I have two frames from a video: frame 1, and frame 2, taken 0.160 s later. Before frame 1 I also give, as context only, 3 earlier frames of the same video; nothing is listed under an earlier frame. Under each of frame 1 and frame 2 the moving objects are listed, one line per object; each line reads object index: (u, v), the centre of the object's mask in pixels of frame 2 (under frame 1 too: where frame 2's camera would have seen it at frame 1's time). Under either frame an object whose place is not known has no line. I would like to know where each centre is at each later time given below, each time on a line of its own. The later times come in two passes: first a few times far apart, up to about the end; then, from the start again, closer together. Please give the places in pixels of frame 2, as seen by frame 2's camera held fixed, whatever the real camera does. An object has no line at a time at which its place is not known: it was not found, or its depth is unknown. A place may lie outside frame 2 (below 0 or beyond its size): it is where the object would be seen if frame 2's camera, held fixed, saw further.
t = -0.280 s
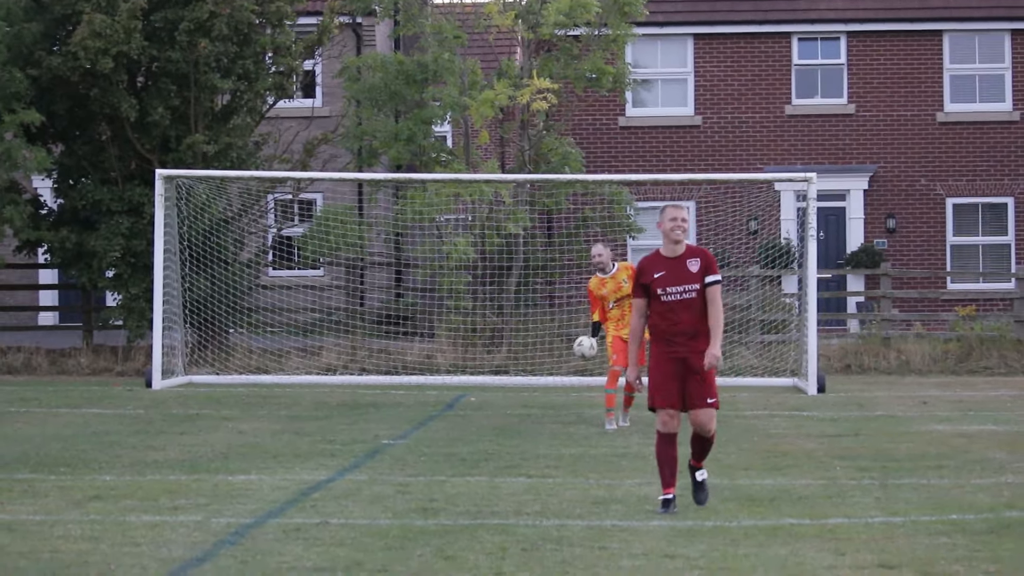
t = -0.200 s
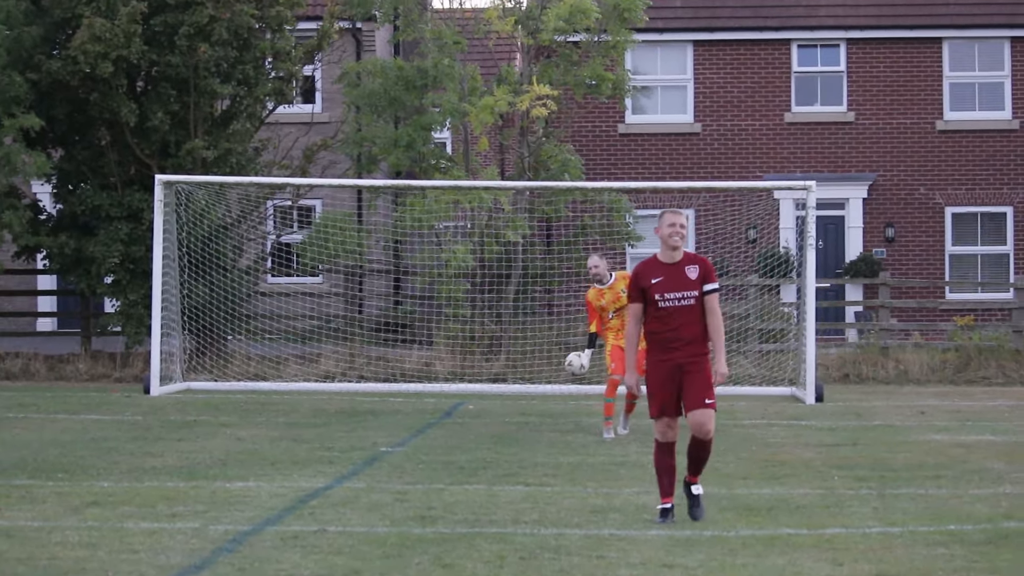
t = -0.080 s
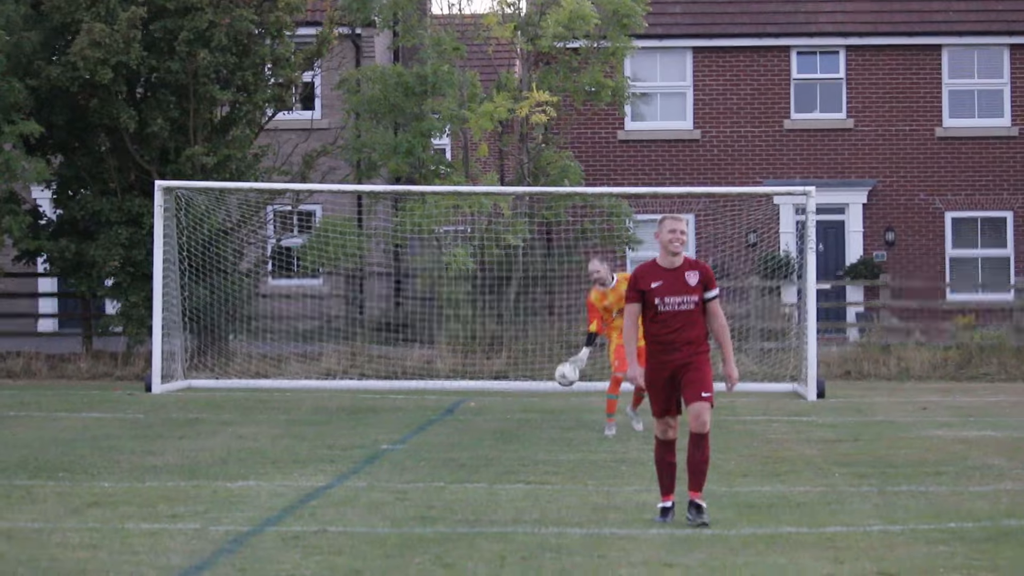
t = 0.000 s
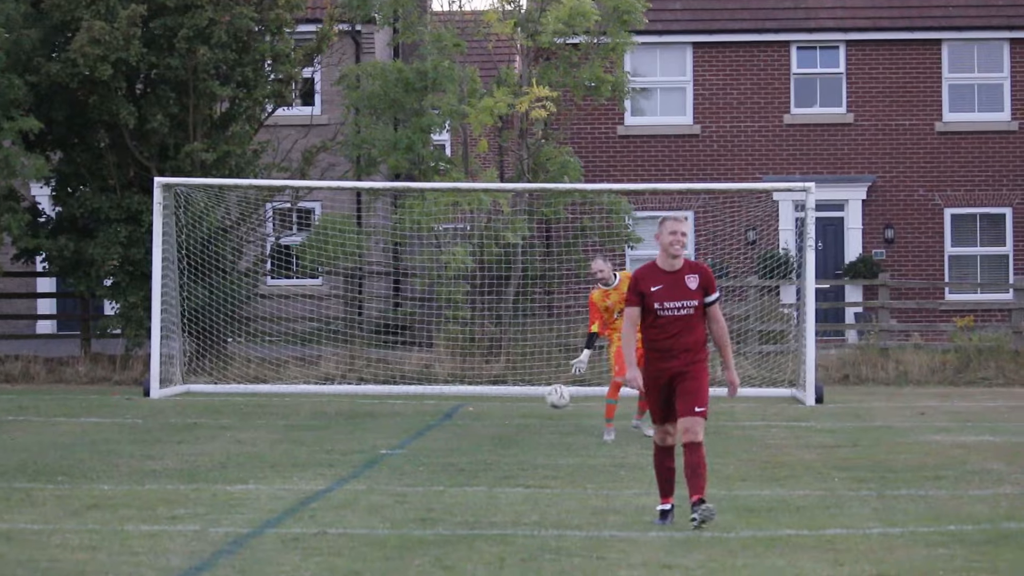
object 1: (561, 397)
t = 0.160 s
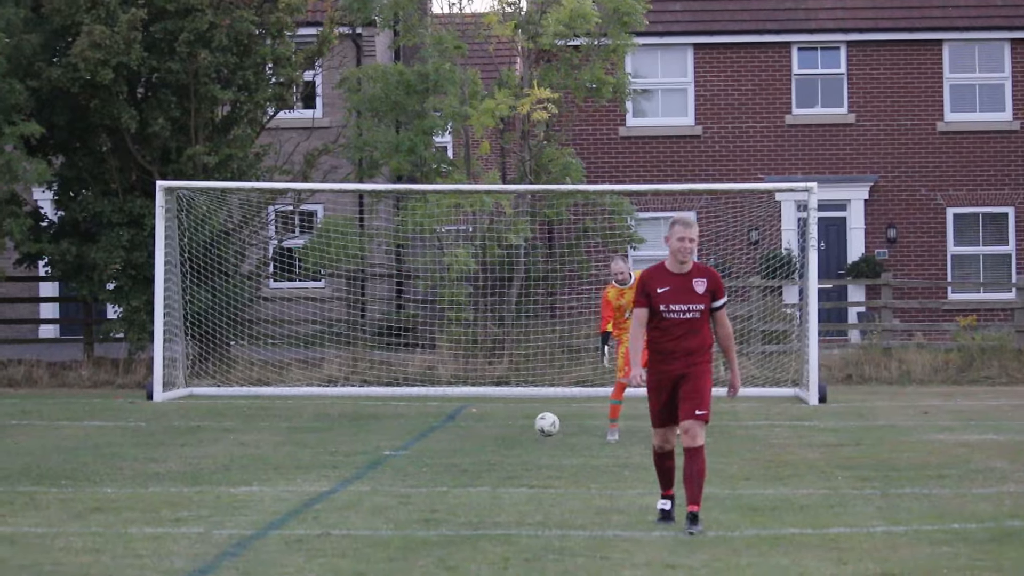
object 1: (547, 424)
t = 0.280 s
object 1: (540, 410)
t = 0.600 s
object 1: (522, 428)
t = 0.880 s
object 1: (513, 433)
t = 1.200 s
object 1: (508, 436)
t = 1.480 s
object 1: (505, 438)
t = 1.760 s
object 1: (505, 439)
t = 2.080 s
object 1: (508, 439)
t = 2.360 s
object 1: (512, 440)
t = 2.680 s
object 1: (512, 440)
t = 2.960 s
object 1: (512, 440)
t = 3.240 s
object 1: (512, 440)
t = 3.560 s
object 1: (512, 440)
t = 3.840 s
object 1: (512, 440)
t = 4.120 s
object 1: (512, 440)
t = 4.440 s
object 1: (512, 440)
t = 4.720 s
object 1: (512, 440)
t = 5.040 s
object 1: (512, 440)
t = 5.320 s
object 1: (512, 440)
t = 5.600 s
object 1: (514, 439)
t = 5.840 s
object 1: (503, 440)
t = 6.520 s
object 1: (514, 440)
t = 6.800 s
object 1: (512, 440)
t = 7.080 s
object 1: (512, 440)
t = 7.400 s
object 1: (512, 440)
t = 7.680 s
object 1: (512, 439)
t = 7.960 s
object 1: (512, 439)
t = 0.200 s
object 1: (544, 418)
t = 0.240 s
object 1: (542, 413)
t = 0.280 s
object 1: (540, 410)
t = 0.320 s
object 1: (537, 409)
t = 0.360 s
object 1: (535, 411)
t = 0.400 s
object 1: (532, 413)
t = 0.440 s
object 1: (530, 418)
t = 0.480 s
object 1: (527, 424)
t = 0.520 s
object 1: (525, 432)
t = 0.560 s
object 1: (523, 430)
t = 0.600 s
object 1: (522, 428)
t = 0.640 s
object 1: (520, 427)
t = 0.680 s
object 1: (519, 427)
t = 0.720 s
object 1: (518, 430)
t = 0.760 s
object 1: (517, 433)
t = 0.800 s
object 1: (515, 435)
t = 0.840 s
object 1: (514, 433)
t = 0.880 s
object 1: (513, 433)
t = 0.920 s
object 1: (512, 434)
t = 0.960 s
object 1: (511, 435)
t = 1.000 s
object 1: (510, 435)
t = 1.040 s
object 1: (510, 435)
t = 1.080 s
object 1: (509, 435)
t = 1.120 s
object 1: (509, 436)
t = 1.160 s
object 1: (508, 436)
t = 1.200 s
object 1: (508, 436)
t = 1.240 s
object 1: (508, 436)
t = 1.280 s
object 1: (507, 436)
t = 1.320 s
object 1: (507, 436)
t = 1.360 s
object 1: (506, 437)
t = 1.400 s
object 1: (506, 437)
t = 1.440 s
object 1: (505, 438)
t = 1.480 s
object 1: (505, 438)
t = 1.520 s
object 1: (505, 438)
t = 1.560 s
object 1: (505, 438)
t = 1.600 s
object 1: (505, 438)
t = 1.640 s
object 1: (505, 438)
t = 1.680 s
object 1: (505, 438)
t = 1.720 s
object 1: (505, 439)
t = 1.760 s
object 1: (505, 439)
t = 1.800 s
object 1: (506, 439)
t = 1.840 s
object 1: (506, 439)
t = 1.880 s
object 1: (506, 439)
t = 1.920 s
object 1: (507, 439)
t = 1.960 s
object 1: (507, 439)
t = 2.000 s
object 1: (507, 439)
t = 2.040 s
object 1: (508, 439)
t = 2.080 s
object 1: (508, 439)
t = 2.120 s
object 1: (508, 439)
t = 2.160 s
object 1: (509, 439)
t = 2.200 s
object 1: (510, 440)
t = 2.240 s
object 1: (510, 440)
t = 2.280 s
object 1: (511, 439)
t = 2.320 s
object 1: (511, 440)
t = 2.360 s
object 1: (512, 440)
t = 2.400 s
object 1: (512, 440)
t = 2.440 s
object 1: (512, 440)
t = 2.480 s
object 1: (512, 440)
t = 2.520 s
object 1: (512, 440)
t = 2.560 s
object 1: (512, 440)
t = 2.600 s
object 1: (512, 440)
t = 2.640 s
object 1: (512, 440)
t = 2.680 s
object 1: (512, 440)
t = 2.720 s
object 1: (512, 440)
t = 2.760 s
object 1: (512, 440)
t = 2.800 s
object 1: (512, 440)
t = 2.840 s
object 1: (512, 440)
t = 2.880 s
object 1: (512, 440)
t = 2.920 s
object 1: (512, 440)
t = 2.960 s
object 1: (512, 440)
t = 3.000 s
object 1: (512, 440)
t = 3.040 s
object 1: (512, 440)
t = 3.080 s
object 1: (512, 440)
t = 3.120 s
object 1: (512, 440)
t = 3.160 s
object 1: (512, 440)
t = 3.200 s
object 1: (512, 440)
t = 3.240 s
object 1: (512, 440)
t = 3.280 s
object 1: (512, 440)
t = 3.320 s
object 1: (512, 440)
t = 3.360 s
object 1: (512, 440)
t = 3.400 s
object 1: (512, 440)
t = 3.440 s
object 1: (512, 440)
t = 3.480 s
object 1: (512, 440)
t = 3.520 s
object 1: (512, 440)
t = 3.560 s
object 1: (512, 440)
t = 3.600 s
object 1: (512, 440)
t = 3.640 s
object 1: (512, 440)
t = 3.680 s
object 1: (512, 440)
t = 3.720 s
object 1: (512, 440)
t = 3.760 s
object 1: (512, 440)
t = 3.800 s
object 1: (512, 440)
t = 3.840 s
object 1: (512, 440)
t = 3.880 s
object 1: (512, 440)
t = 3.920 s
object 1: (512, 440)
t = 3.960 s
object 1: (512, 440)
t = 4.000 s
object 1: (512, 440)
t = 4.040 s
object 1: (512, 440)
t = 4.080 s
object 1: (512, 440)
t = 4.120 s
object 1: (512, 440)
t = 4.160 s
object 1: (512, 440)
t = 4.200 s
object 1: (512, 440)
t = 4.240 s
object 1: (512, 440)
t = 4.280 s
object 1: (512, 440)
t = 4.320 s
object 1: (512, 440)
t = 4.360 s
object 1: (512, 440)
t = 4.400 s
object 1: (512, 440)
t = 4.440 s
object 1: (512, 440)
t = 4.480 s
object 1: (512, 440)
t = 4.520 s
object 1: (512, 440)
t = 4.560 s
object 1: (512, 440)
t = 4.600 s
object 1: (512, 440)
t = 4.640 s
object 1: (512, 440)
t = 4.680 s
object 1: (512, 440)
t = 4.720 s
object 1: (512, 440)
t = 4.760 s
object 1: (512, 440)
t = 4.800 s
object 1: (512, 440)
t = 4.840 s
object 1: (512, 440)
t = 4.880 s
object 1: (512, 440)
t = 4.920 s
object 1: (512, 440)
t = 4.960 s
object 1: (512, 440)
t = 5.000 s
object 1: (512, 440)
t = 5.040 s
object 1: (512, 440)
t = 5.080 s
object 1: (512, 440)
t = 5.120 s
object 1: (512, 440)
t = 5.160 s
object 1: (512, 440)
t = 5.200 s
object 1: (512, 440)
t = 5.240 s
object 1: (512, 440)
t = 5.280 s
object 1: (512, 440)
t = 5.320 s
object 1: (512, 440)
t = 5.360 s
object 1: (512, 440)
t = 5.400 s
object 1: (512, 440)
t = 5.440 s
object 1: (512, 440)
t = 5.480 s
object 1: (508, 439)
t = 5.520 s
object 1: (503, 439)
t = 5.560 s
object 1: (519, 439)
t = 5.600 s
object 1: (514, 439)
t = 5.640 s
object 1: (512, 440)
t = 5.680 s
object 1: (512, 440)
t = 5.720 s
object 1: (512, 440)
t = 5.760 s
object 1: (509, 440)
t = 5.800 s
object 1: (506, 440)
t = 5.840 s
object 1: (503, 440)
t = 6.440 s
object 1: (521, 441)
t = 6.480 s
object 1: (518, 440)
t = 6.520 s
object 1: (514, 440)
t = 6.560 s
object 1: (512, 440)
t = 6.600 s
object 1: (512, 440)
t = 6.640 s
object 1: (512, 440)
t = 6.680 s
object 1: (512, 440)
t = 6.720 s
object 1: (512, 440)
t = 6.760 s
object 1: (512, 440)
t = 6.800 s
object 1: (512, 440)
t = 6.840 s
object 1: (512, 440)
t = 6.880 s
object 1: (512, 440)
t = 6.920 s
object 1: (512, 440)
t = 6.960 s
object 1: (512, 440)
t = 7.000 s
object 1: (512, 440)
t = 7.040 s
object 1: (512, 440)
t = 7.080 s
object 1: (512, 440)
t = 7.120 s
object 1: (512, 440)
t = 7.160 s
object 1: (512, 440)
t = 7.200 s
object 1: (512, 440)
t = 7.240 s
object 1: (512, 440)
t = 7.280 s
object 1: (512, 440)
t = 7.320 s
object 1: (512, 440)
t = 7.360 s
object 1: (512, 440)
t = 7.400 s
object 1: (512, 440)
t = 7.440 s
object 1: (512, 440)
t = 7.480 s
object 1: (512, 440)
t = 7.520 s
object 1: (512, 440)
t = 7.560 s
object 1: (512, 440)
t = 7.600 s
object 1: (512, 440)
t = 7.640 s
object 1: (512, 440)
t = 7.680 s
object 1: (512, 439)
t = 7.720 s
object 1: (512, 440)
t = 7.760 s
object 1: (512, 440)
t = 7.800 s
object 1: (512, 439)
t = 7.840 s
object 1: (512, 439)
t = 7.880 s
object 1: (512, 439)
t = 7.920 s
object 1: (512, 439)
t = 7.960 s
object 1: (512, 439)
